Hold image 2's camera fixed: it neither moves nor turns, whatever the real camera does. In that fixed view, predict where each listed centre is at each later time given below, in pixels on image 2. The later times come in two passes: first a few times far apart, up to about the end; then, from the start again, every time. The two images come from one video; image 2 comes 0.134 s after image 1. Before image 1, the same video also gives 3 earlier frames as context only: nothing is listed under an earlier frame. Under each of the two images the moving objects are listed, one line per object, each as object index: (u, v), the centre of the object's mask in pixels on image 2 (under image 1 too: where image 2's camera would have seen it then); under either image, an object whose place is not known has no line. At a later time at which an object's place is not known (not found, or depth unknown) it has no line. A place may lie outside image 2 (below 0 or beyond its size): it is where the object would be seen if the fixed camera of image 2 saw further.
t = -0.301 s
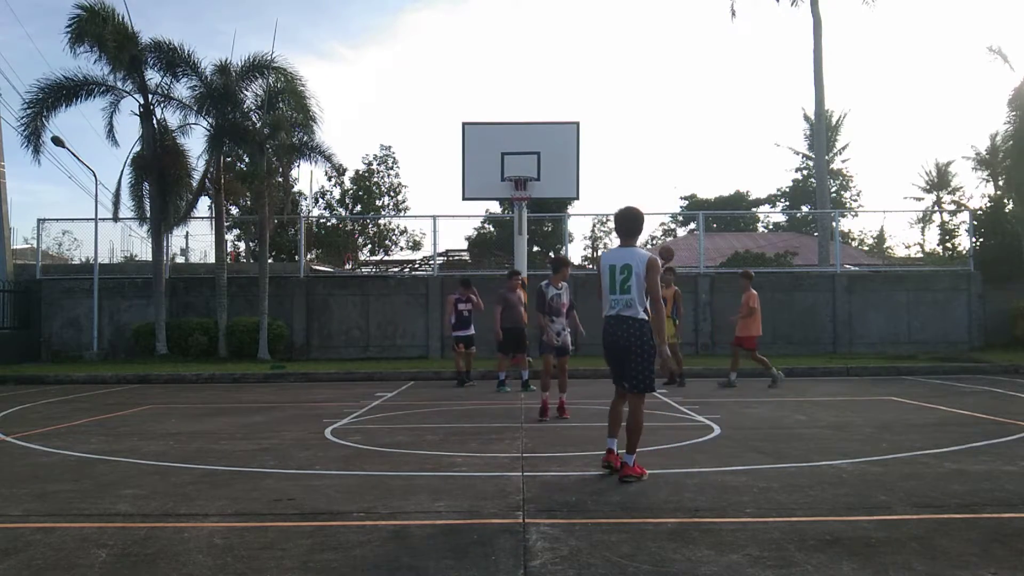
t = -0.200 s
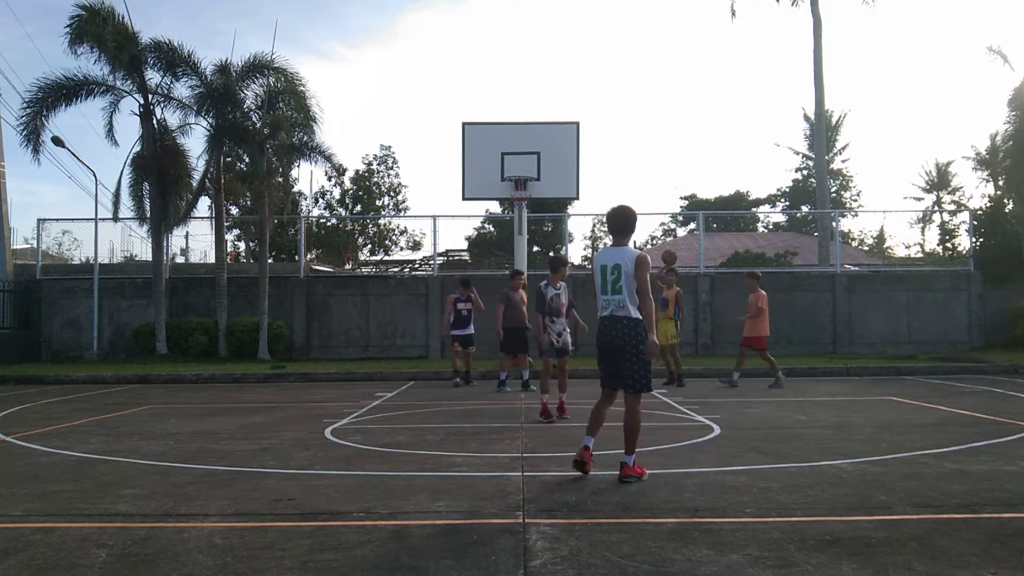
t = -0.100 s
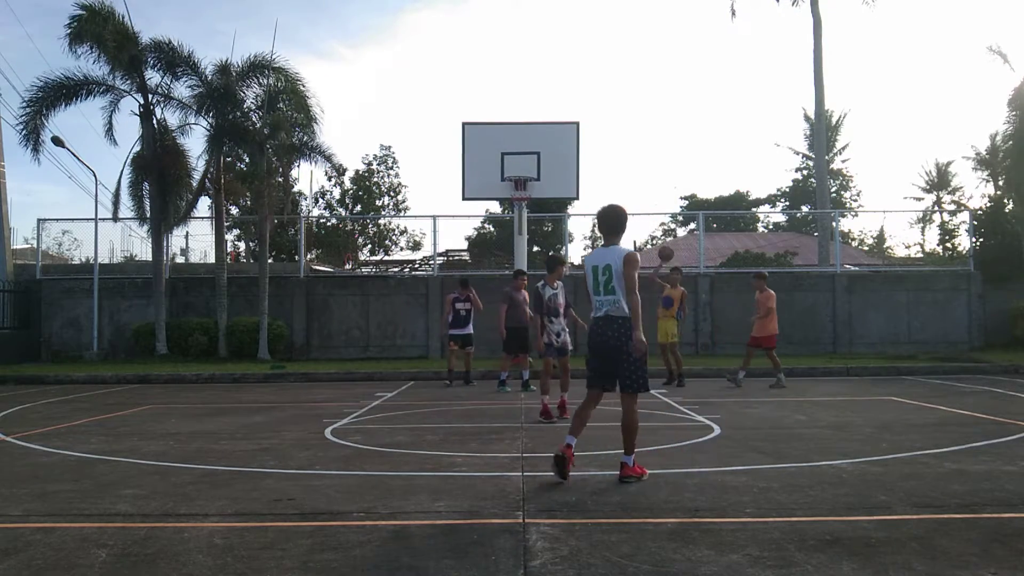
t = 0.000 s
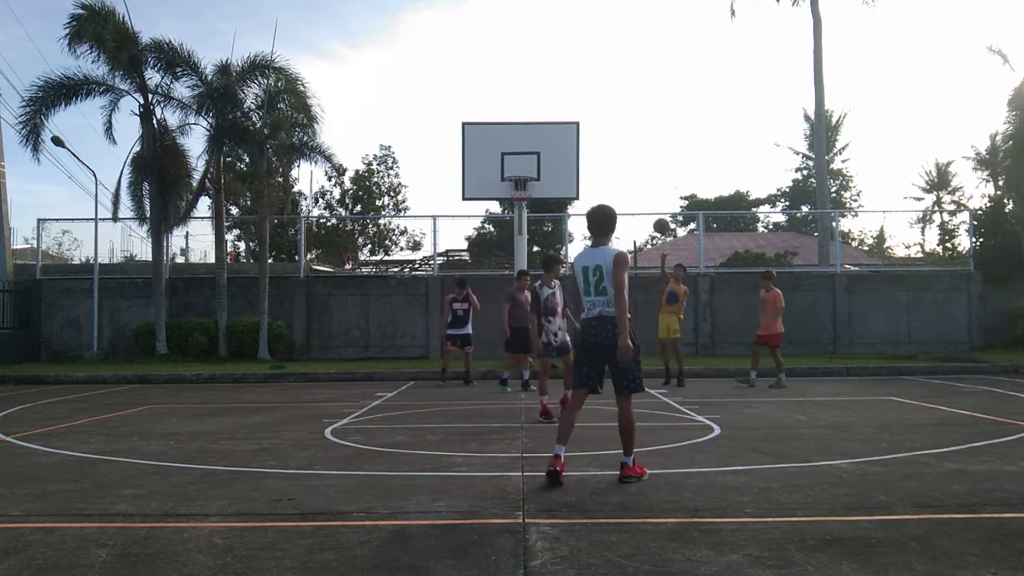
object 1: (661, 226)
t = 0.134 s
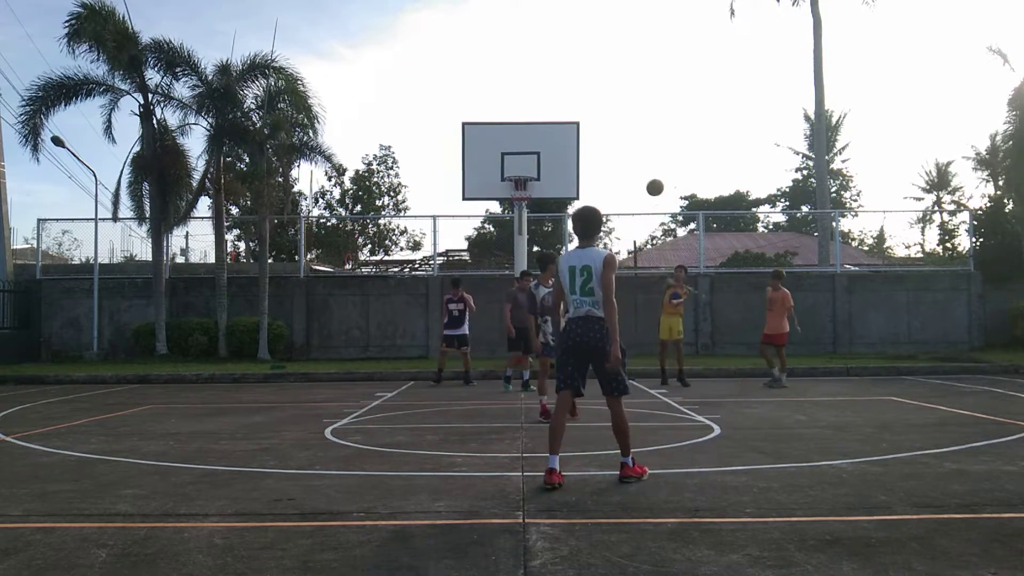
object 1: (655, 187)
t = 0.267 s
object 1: (648, 156)
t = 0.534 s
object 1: (634, 123)
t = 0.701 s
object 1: (622, 134)
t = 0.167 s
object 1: (653, 179)
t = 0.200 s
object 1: (652, 171)
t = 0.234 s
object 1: (650, 163)
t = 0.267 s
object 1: (648, 156)
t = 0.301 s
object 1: (647, 150)
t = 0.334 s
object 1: (645, 144)
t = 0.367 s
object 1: (643, 138)
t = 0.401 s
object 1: (641, 134)
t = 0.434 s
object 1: (640, 130)
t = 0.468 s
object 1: (638, 127)
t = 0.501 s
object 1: (636, 125)
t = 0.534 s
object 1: (634, 123)
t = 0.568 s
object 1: (632, 123)
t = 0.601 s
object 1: (630, 124)
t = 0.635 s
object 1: (627, 126)
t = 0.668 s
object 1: (625, 129)
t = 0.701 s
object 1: (622, 134)
